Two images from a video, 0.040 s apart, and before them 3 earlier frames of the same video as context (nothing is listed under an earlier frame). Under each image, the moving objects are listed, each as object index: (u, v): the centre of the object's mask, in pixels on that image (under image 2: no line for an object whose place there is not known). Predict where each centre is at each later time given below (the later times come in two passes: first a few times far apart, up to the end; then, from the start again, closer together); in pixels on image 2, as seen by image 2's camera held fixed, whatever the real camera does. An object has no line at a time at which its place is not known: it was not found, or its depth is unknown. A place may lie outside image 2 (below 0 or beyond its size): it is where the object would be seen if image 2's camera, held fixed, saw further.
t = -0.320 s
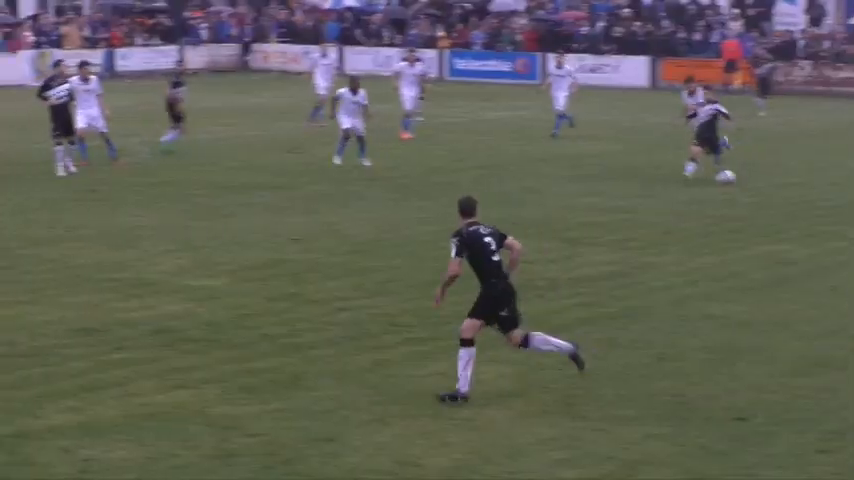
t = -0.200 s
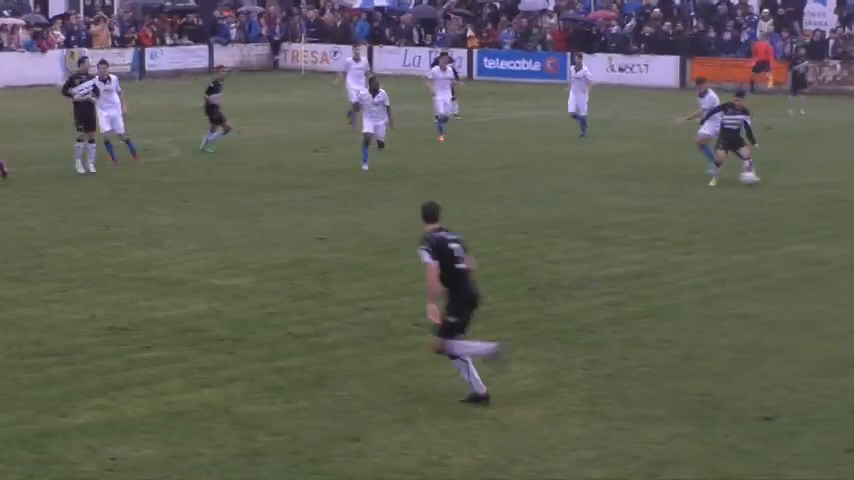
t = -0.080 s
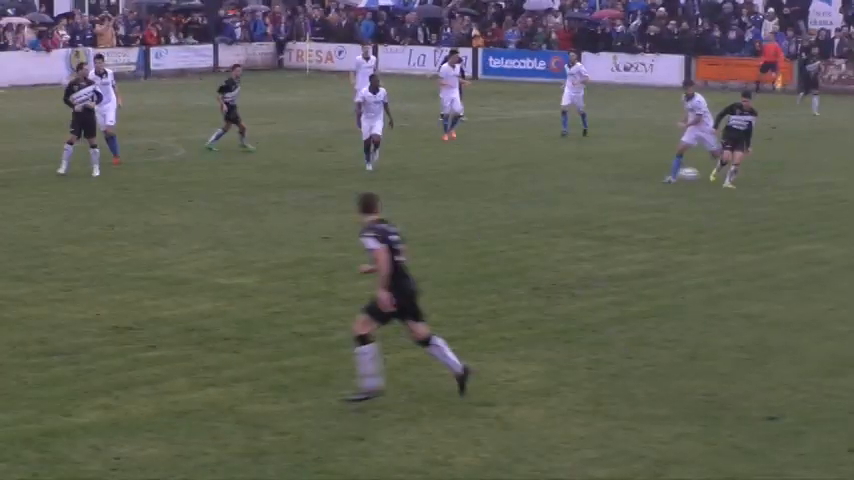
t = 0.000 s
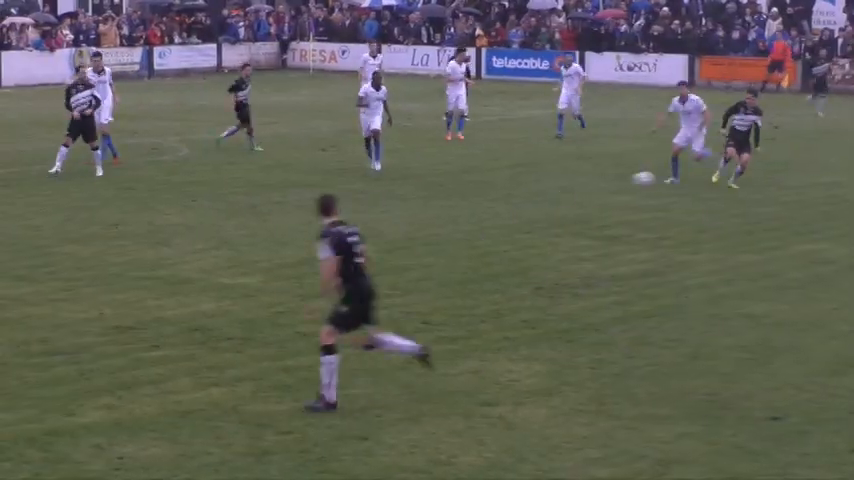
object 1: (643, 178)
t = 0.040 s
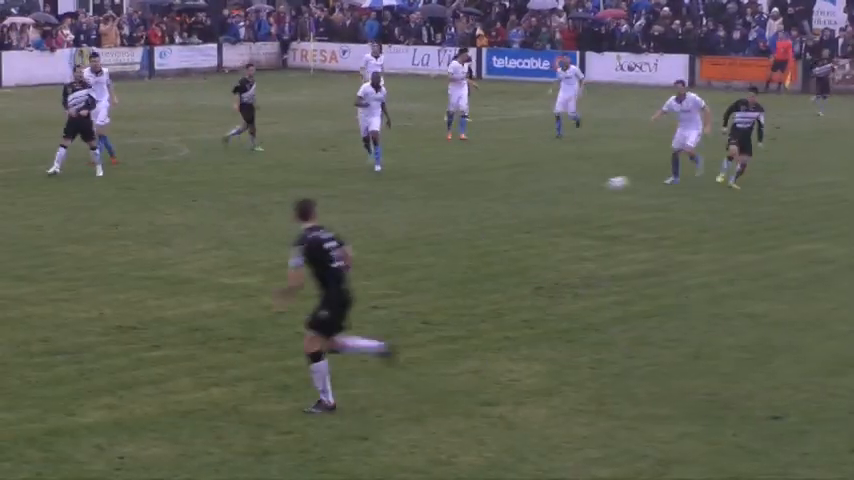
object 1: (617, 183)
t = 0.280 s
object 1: (450, 212)
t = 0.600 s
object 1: (197, 249)
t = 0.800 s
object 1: (27, 274)
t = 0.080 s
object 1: (591, 189)
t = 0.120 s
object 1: (563, 197)
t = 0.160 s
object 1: (534, 207)
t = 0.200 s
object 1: (506, 212)
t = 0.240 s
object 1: (479, 211)
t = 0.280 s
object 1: (450, 212)
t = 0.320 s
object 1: (421, 214)
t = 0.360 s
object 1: (391, 218)
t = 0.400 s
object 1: (360, 224)
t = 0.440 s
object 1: (328, 231)
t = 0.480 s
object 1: (296, 241)
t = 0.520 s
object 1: (265, 245)
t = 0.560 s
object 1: (230, 246)
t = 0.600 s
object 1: (197, 249)
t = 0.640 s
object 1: (166, 255)
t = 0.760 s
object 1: (65, 269)
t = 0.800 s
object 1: (27, 274)
